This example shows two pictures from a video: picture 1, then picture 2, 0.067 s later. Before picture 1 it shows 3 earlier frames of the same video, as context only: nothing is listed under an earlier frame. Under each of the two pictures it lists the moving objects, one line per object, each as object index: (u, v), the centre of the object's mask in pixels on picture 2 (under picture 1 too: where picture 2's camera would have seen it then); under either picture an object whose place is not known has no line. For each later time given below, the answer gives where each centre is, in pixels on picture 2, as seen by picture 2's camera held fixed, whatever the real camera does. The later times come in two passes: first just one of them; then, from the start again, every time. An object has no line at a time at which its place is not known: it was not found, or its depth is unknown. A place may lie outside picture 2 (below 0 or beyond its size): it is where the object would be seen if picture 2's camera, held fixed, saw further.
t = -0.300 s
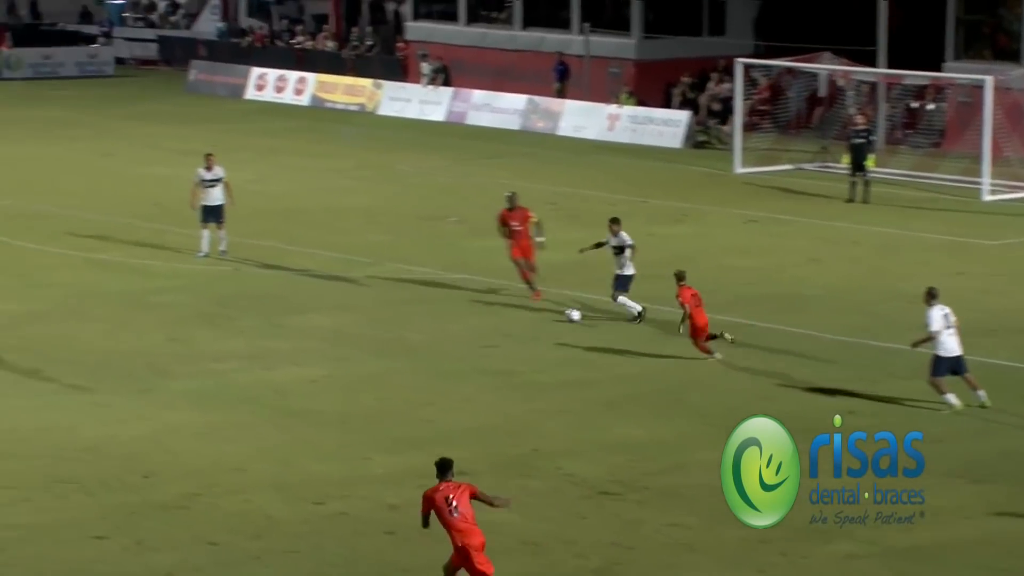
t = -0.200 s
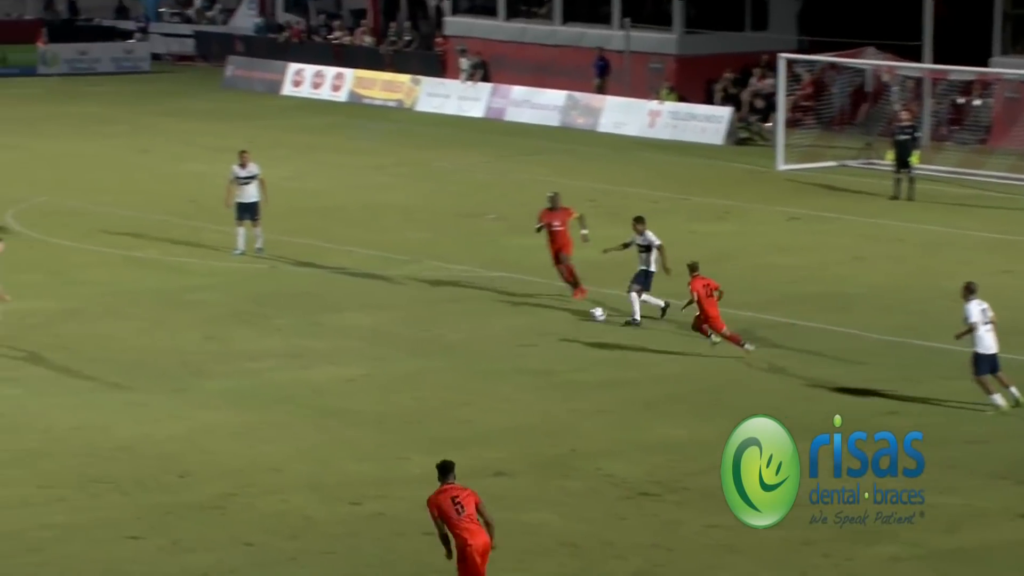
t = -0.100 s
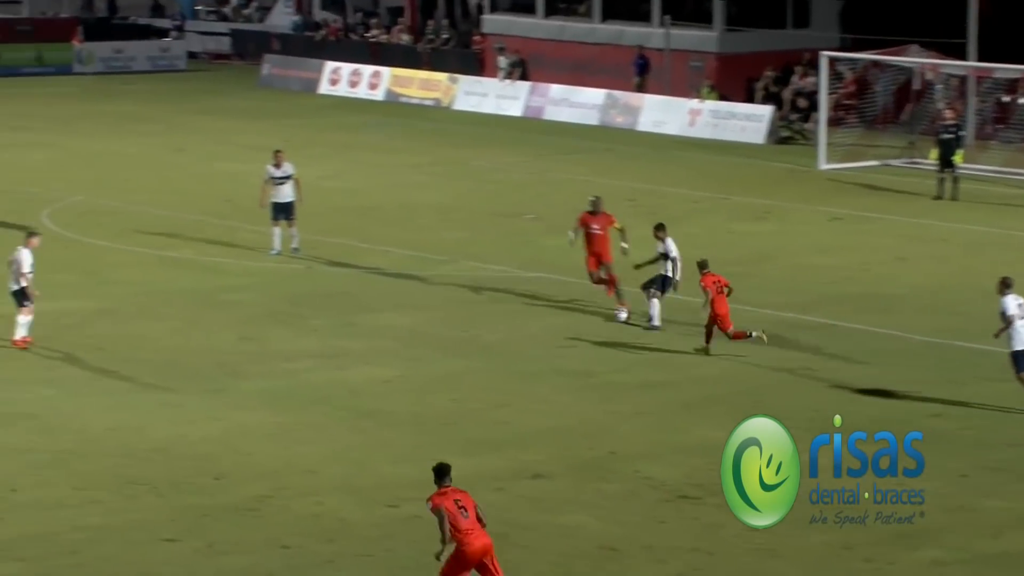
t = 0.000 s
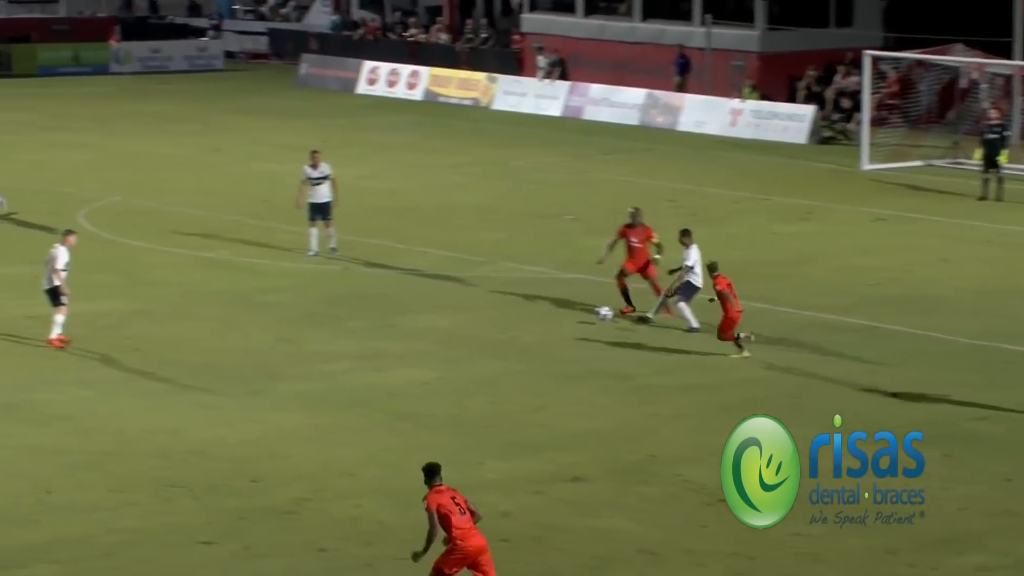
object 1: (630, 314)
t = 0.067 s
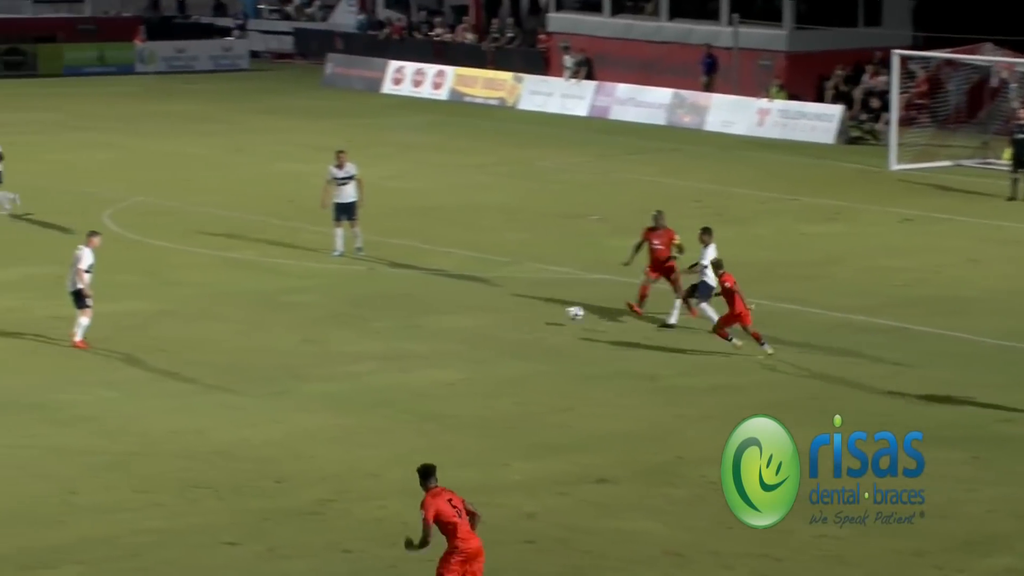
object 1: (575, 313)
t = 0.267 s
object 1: (416, 321)
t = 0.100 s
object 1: (547, 314)
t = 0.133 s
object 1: (520, 315)
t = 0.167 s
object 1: (493, 317)
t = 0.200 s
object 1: (466, 320)
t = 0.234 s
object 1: (439, 322)
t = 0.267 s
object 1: (416, 321)
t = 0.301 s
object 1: (392, 319)
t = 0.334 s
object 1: (369, 318)
